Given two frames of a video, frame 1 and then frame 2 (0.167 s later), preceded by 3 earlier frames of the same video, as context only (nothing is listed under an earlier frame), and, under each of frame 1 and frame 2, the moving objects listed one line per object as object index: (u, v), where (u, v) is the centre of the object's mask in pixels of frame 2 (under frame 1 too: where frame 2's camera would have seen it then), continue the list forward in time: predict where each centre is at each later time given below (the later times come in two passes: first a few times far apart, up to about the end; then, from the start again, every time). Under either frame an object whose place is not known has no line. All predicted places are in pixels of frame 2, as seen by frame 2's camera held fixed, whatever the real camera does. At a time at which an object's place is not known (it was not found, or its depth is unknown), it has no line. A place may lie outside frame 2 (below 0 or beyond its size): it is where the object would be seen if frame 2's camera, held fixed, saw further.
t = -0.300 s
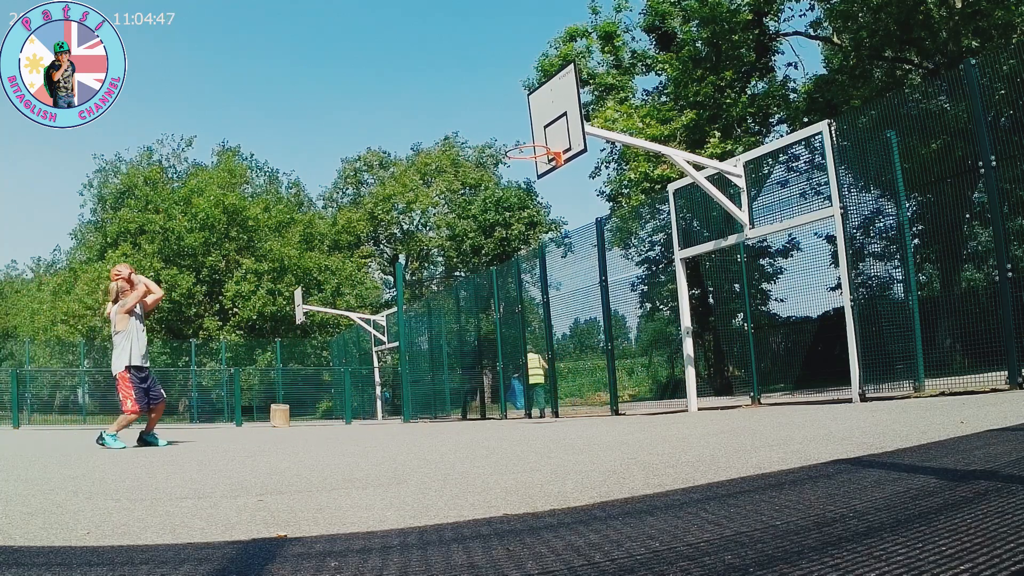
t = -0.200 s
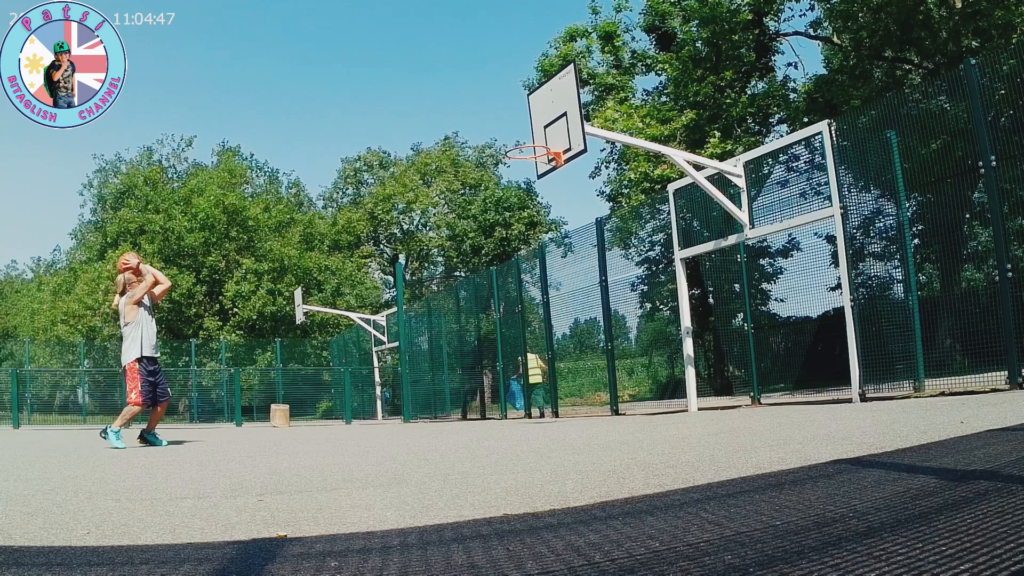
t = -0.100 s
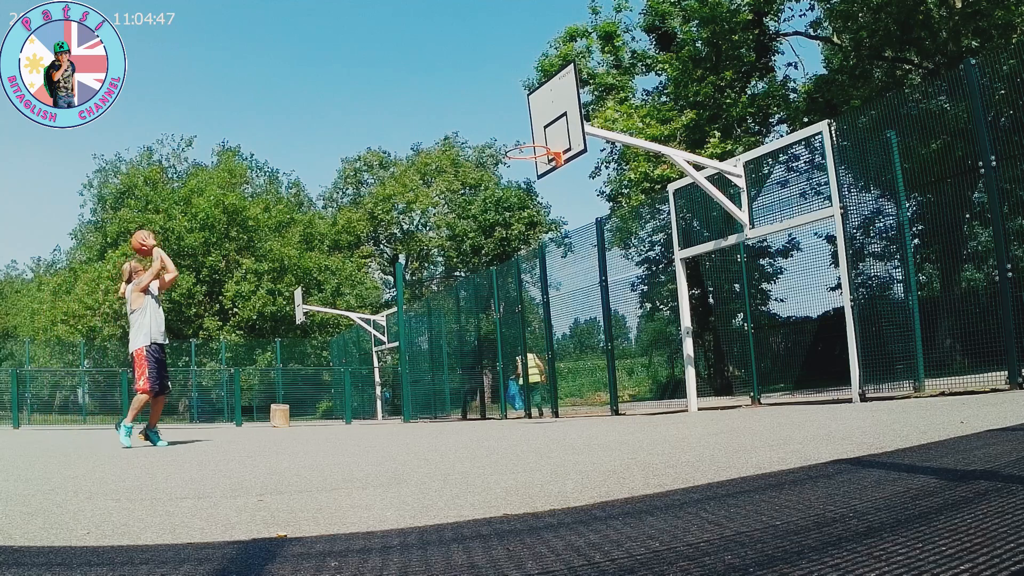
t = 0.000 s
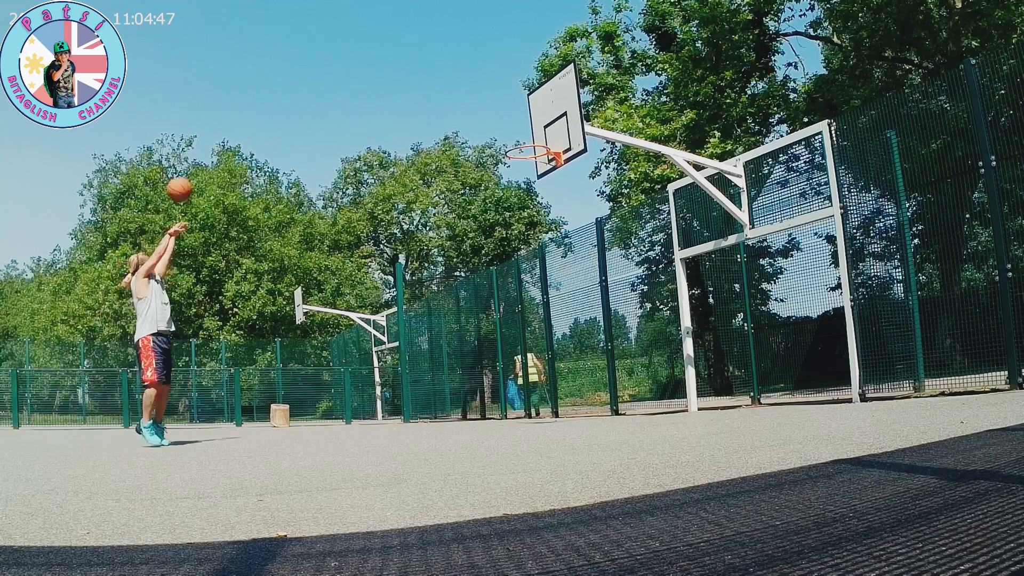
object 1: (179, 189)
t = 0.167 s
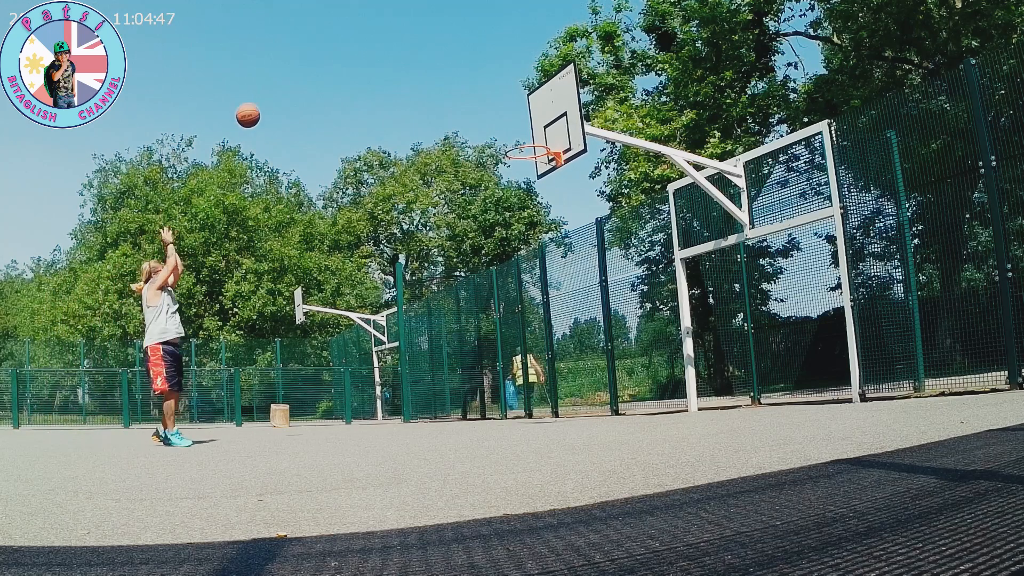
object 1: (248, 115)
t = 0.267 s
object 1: (288, 86)
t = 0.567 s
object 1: (400, 58)
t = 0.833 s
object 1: (495, 100)
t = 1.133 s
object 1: (497, 128)
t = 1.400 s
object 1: (436, 153)
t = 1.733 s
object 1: (373, 255)
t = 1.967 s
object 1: (337, 367)
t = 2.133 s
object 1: (319, 396)
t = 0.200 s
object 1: (261, 104)
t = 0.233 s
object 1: (274, 94)
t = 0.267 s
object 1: (288, 86)
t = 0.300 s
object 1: (301, 79)
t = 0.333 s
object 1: (314, 73)
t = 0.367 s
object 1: (326, 68)
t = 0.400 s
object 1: (339, 64)
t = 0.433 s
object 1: (351, 60)
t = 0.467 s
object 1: (364, 58)
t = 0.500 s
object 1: (376, 57)
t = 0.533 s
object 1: (388, 57)
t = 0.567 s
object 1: (400, 58)
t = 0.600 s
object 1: (412, 60)
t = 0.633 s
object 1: (424, 63)
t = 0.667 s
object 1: (436, 67)
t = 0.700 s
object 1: (448, 71)
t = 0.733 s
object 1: (460, 77)
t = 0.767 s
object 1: (472, 84)
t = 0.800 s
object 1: (483, 92)
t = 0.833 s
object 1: (495, 100)
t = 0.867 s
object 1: (507, 109)
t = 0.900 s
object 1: (518, 119)
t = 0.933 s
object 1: (530, 131)
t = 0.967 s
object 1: (541, 141)
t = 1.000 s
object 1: (532, 136)
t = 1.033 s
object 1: (523, 134)
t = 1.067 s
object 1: (514, 131)
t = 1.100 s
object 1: (505, 129)
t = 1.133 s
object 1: (497, 128)
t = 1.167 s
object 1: (488, 128)
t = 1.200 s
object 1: (480, 130)
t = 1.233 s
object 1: (473, 131)
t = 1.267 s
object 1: (465, 134)
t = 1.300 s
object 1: (457, 137)
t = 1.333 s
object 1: (450, 142)
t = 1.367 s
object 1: (443, 147)
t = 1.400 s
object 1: (436, 153)
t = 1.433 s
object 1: (429, 160)
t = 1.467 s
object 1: (422, 168)
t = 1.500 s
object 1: (415, 176)
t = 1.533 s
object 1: (409, 185)
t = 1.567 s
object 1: (403, 195)
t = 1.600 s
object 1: (397, 205)
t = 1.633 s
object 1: (390, 217)
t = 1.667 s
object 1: (385, 229)
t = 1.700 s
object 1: (379, 241)
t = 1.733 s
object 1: (373, 255)
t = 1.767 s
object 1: (368, 269)
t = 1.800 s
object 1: (362, 283)
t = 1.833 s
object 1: (357, 299)
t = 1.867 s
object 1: (351, 316)
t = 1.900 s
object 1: (346, 332)
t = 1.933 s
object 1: (342, 349)
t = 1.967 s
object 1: (337, 367)
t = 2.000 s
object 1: (333, 385)
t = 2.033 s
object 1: (329, 404)
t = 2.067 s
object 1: (325, 424)
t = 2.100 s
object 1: (322, 411)
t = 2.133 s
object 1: (319, 396)
